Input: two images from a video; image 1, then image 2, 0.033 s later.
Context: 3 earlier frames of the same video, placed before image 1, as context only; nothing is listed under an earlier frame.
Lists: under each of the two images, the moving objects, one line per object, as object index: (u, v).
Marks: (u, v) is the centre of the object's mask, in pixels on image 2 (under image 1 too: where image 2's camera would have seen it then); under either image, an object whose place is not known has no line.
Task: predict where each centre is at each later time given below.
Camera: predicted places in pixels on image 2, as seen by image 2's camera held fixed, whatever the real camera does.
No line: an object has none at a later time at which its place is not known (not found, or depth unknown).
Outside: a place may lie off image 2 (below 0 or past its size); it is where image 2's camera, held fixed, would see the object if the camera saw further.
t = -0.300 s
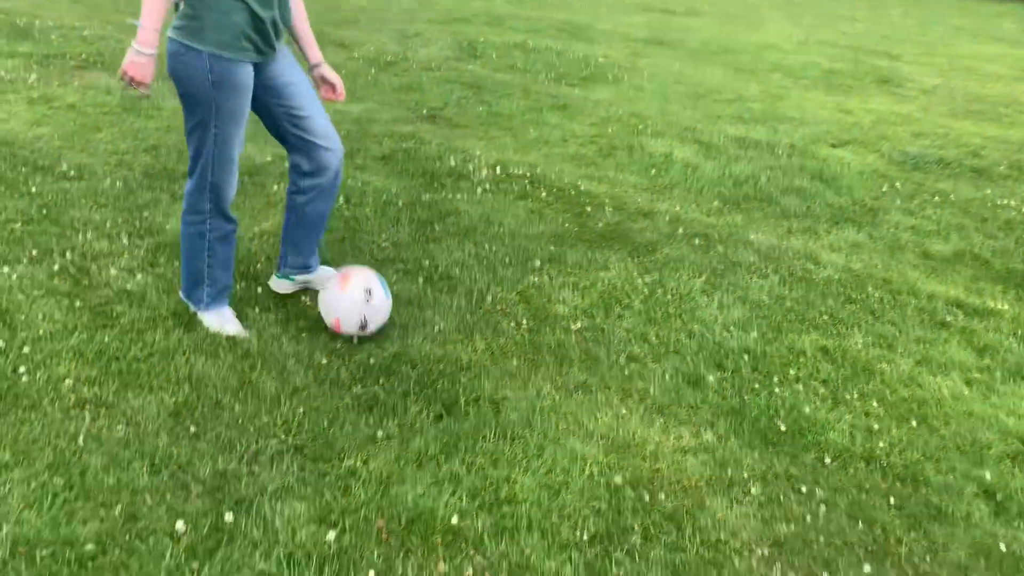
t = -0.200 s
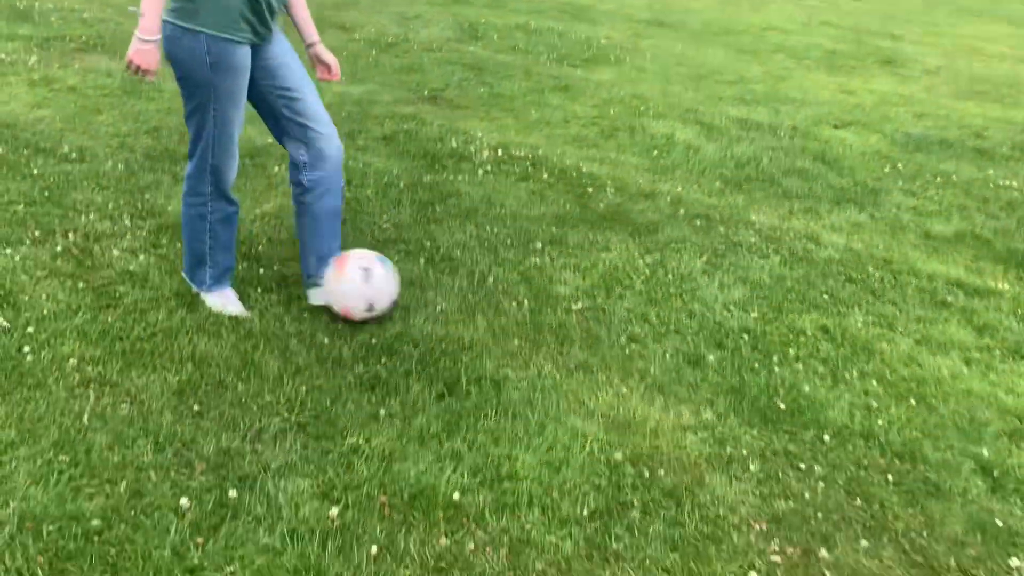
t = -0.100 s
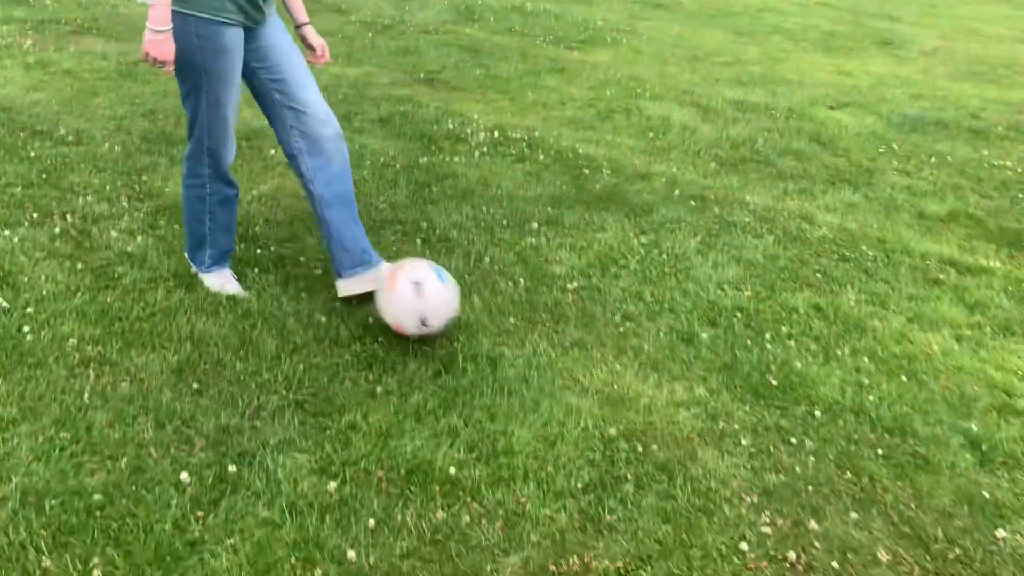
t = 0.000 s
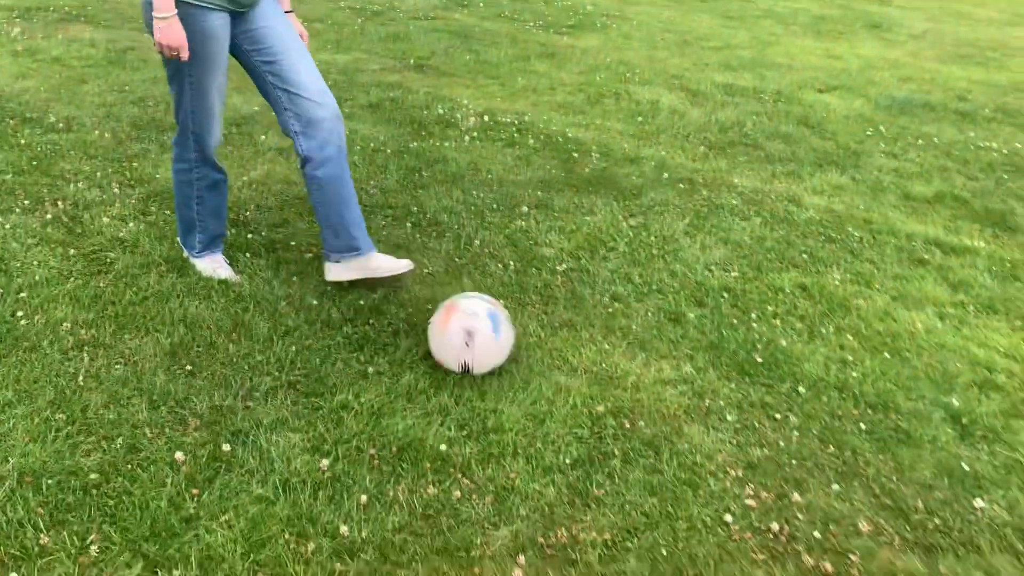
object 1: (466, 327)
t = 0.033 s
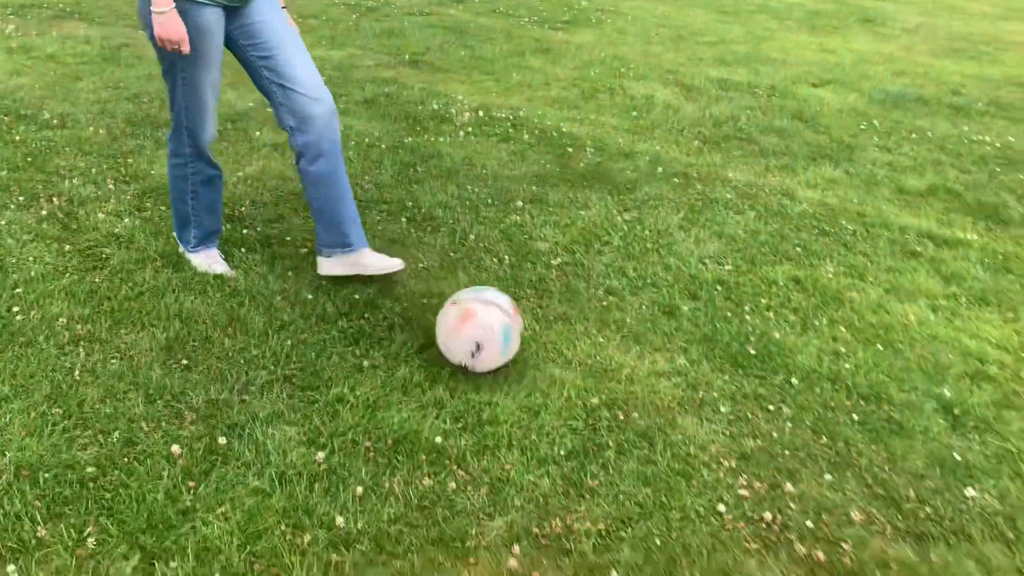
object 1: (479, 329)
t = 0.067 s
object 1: (493, 332)
